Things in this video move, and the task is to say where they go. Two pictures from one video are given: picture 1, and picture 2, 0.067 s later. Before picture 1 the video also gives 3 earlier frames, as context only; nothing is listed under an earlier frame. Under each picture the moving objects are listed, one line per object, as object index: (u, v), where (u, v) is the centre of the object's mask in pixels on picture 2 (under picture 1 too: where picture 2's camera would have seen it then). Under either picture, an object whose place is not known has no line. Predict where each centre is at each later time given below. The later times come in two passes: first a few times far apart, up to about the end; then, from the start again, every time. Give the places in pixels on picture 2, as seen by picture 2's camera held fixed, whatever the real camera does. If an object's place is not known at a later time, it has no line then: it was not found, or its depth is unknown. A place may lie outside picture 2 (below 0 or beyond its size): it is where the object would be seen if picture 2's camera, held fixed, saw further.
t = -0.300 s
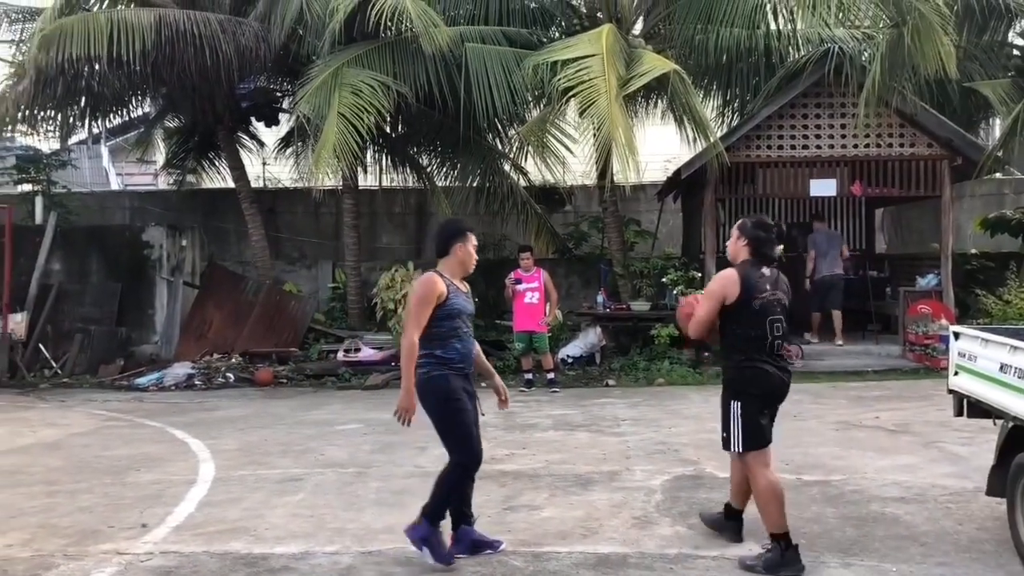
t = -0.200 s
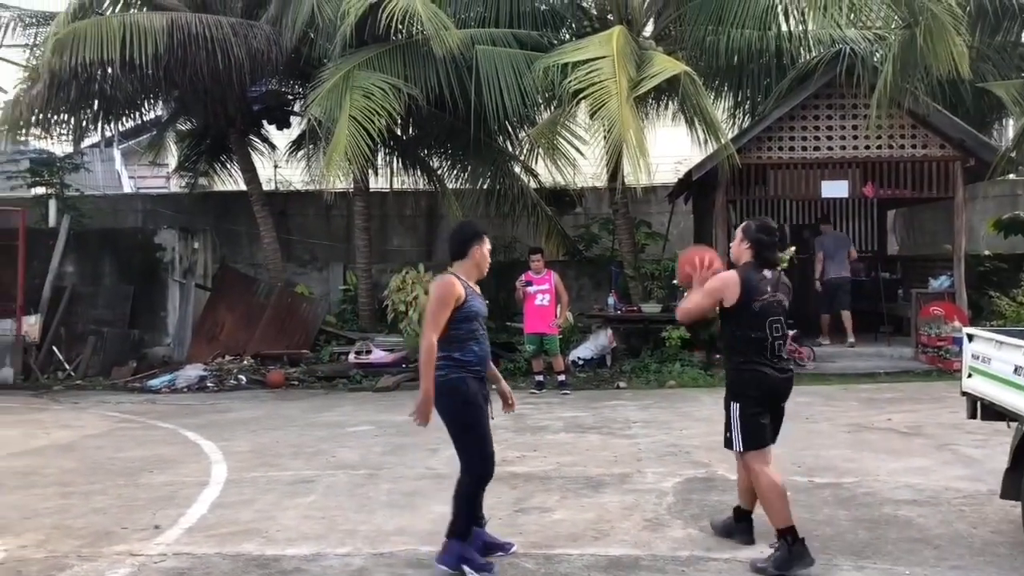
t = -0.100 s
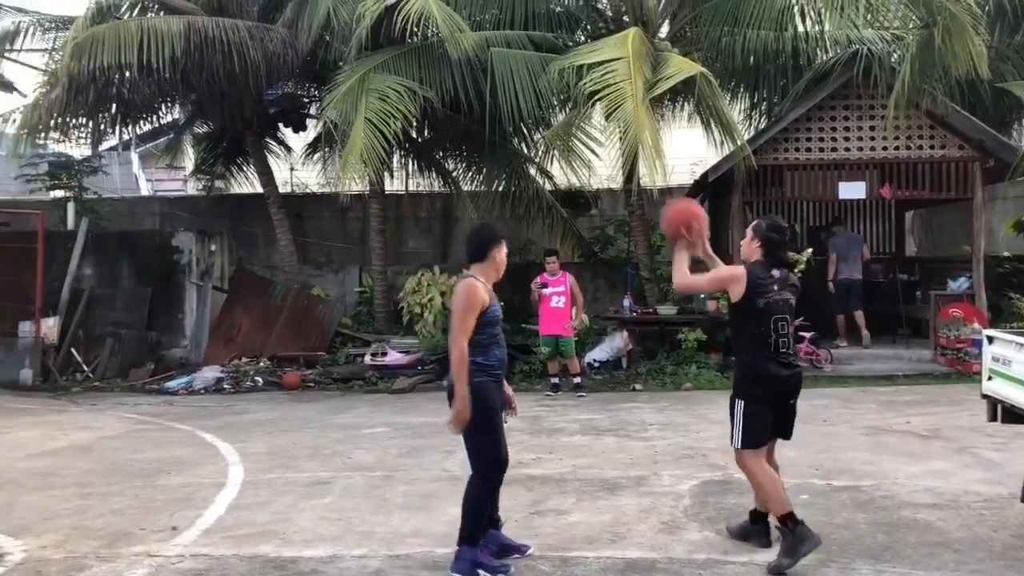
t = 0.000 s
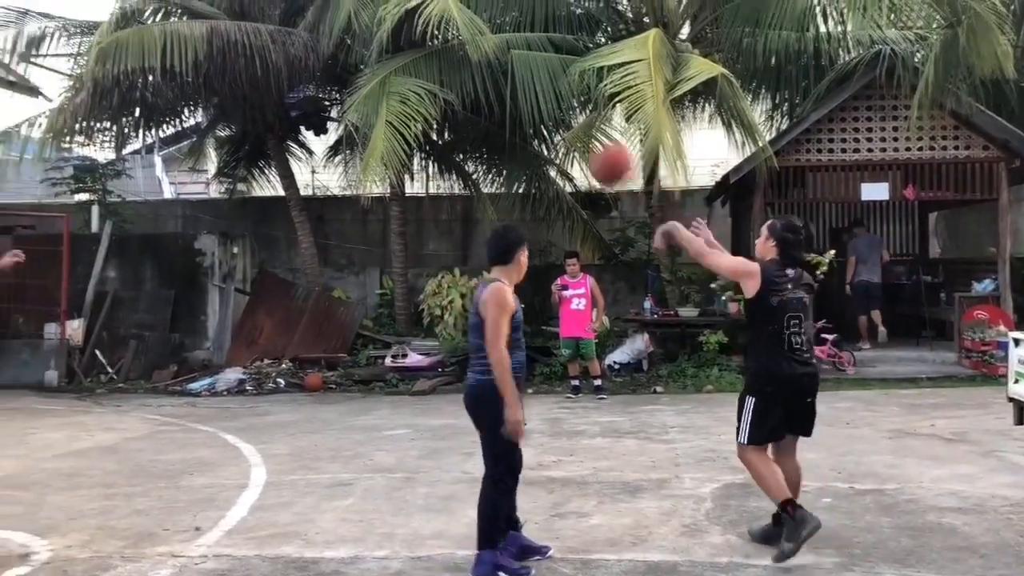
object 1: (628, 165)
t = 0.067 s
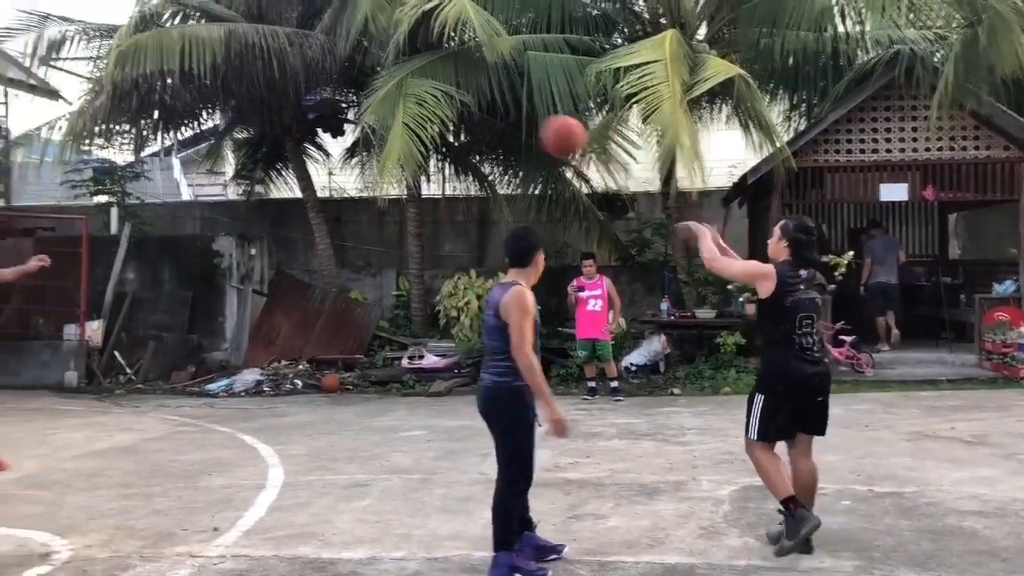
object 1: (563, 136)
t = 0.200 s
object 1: (446, 105)
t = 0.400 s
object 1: (297, 112)
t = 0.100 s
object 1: (532, 126)
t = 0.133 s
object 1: (502, 117)
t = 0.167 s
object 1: (474, 110)
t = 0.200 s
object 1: (446, 105)
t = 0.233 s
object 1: (419, 102)
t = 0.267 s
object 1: (393, 101)
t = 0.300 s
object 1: (368, 102)
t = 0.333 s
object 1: (344, 104)
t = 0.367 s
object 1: (320, 107)
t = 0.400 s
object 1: (297, 112)
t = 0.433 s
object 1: (275, 119)
